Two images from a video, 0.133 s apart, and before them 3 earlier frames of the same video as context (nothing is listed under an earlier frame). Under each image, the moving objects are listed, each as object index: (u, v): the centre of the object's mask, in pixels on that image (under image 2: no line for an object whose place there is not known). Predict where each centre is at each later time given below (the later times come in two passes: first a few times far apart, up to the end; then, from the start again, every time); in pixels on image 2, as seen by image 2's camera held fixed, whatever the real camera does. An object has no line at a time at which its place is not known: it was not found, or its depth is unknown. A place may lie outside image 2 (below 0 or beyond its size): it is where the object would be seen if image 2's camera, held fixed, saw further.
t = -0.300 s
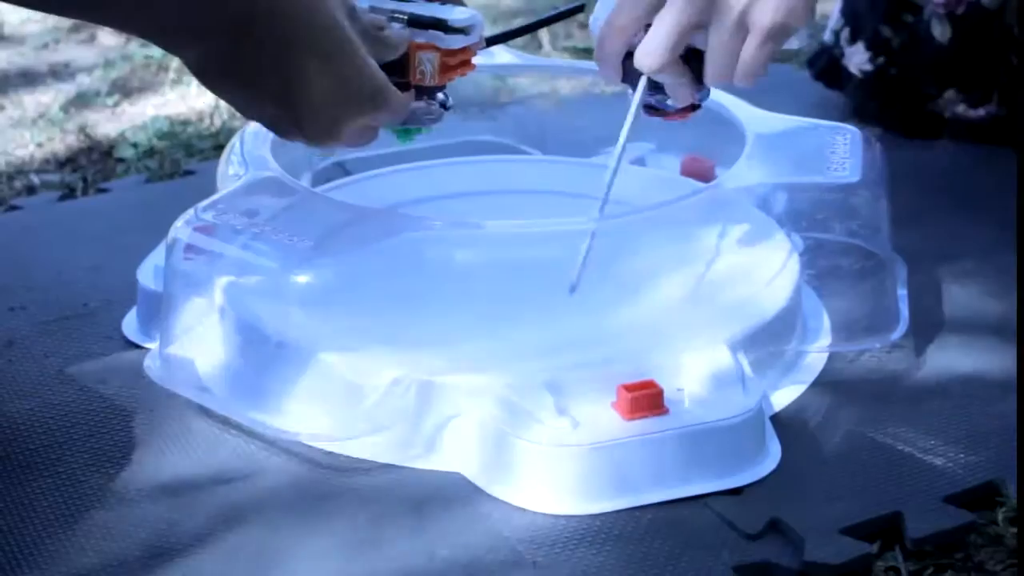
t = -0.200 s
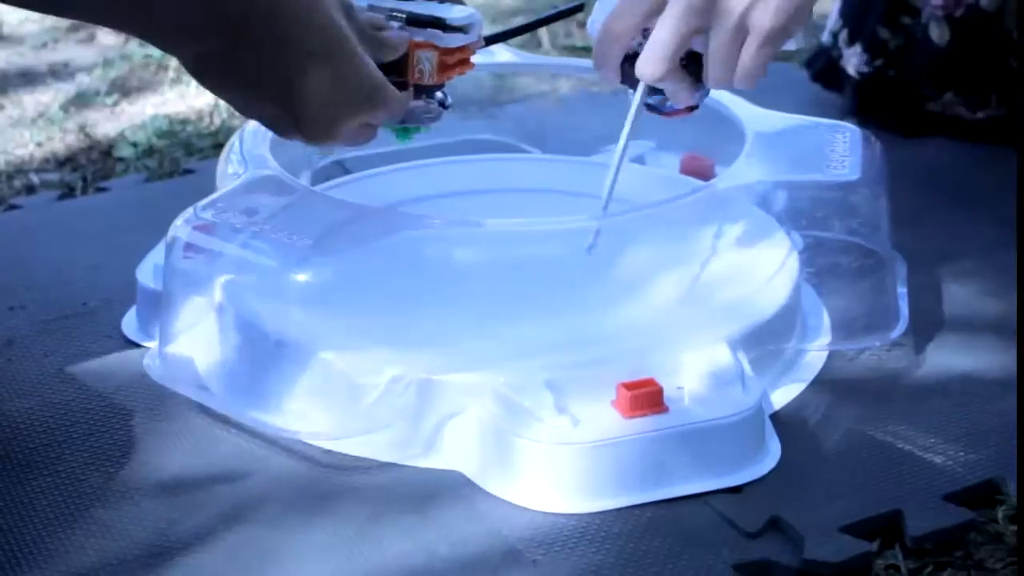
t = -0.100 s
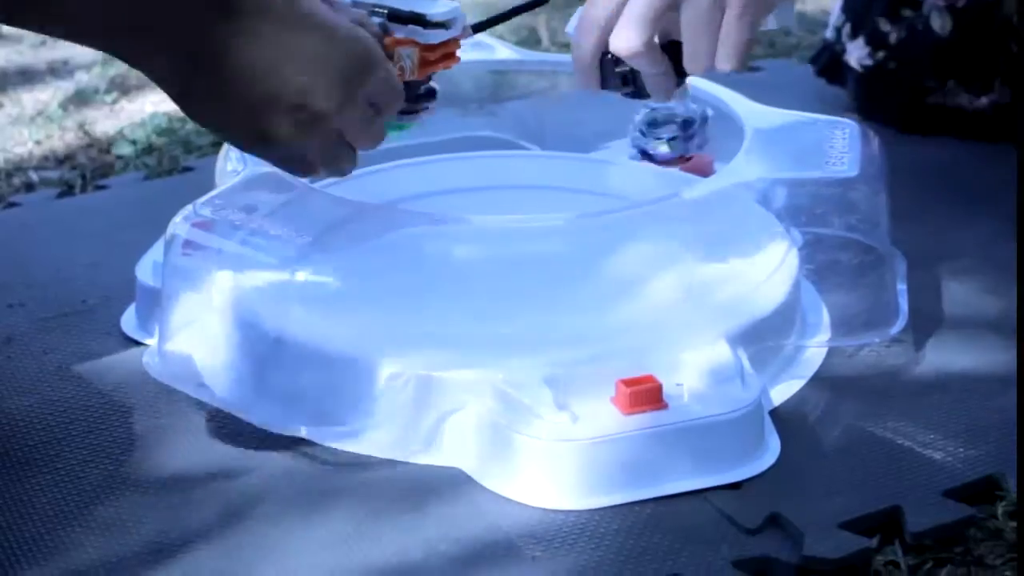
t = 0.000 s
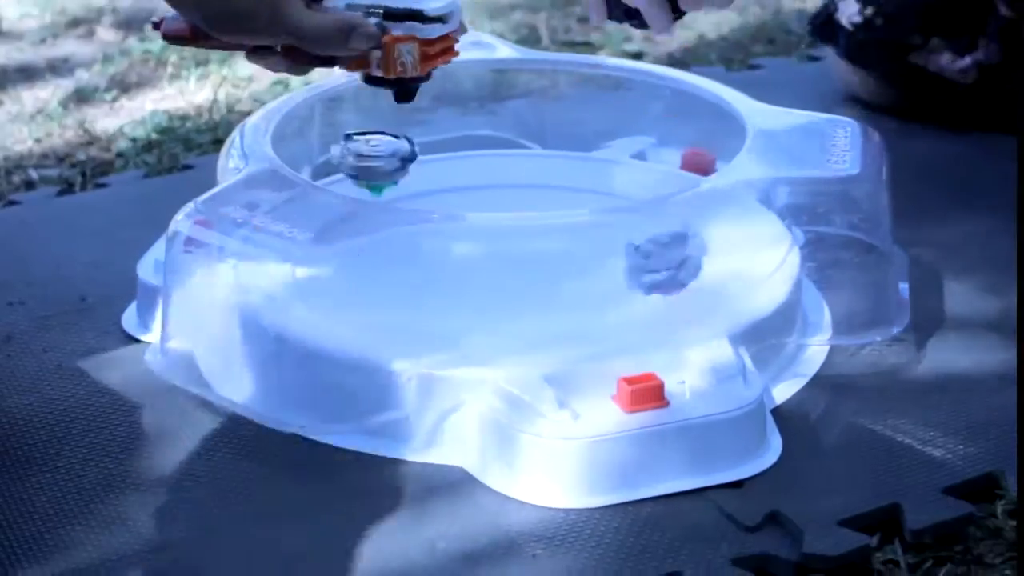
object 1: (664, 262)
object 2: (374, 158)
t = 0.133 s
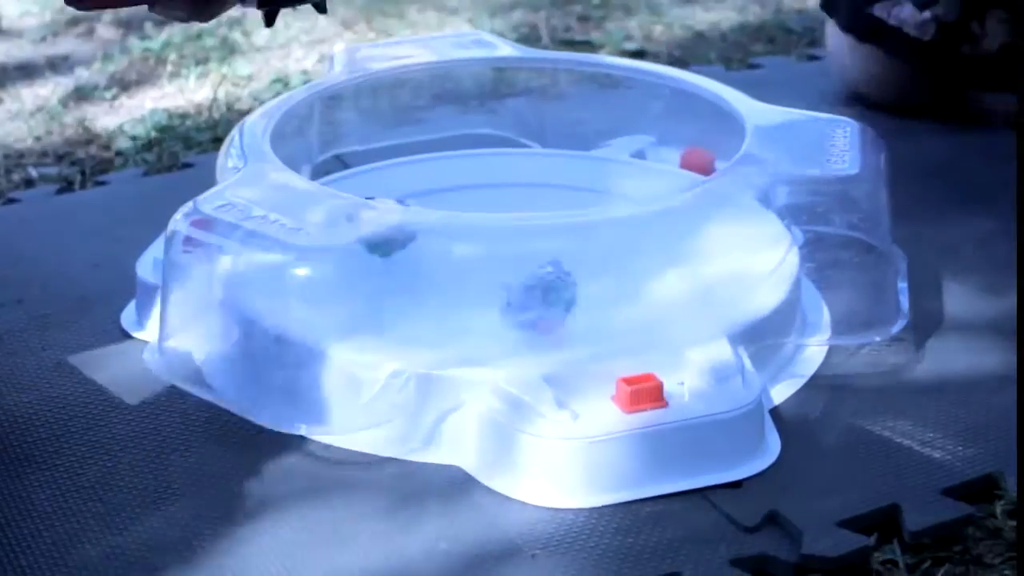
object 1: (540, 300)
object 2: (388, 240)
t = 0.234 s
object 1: (454, 303)
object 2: (427, 245)
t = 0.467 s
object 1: (389, 263)
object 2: (493, 257)
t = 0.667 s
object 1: (465, 251)
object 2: (544, 242)
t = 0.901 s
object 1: (482, 284)
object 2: (515, 196)
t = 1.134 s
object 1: (537, 318)
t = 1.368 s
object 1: (586, 317)
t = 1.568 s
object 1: (555, 325)
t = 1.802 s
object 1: (484, 319)
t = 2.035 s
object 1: (468, 302)
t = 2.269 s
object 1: (378, 269)
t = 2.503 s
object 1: (355, 274)
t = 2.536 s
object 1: (369, 275)
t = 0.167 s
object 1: (508, 316)
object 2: (396, 245)
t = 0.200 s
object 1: (477, 306)
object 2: (409, 246)
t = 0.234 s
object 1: (454, 303)
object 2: (427, 245)
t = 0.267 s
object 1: (429, 297)
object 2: (443, 244)
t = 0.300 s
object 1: (410, 290)
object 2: (450, 244)
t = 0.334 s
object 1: (395, 286)
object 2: (454, 250)
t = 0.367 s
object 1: (387, 282)
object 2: (457, 254)
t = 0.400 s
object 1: (385, 276)
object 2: (469, 258)
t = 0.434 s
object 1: (385, 269)
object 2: (484, 257)
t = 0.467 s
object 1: (389, 263)
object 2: (493, 257)
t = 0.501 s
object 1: (396, 261)
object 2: (503, 258)
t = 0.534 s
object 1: (407, 258)
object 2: (515, 257)
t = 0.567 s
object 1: (421, 255)
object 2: (533, 255)
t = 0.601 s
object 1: (437, 255)
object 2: (537, 249)
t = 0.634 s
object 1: (452, 252)
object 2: (538, 248)
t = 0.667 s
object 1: (465, 251)
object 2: (544, 242)
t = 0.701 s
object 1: (467, 255)
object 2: (552, 225)
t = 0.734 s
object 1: (466, 257)
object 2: (551, 212)
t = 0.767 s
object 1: (468, 261)
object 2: (558, 210)
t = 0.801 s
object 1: (468, 267)
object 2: (553, 204)
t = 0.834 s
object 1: (474, 272)
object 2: (537, 203)
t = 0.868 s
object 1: (476, 281)
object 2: (533, 205)
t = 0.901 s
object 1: (482, 284)
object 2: (515, 196)
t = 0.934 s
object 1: (485, 288)
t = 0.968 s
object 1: (493, 291)
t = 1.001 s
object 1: (494, 298)
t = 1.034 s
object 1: (509, 309)
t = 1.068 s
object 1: (510, 307)
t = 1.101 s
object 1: (523, 314)
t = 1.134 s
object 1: (537, 318)
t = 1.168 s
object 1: (545, 318)
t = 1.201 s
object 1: (560, 318)
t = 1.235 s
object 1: (571, 317)
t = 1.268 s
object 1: (576, 317)
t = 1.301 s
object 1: (579, 318)
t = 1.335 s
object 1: (585, 318)
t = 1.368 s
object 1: (586, 317)
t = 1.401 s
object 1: (587, 317)
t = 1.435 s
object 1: (585, 319)
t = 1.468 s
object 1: (581, 319)
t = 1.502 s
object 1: (574, 322)
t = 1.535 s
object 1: (565, 324)
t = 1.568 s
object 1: (555, 325)
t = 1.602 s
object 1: (544, 325)
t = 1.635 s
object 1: (533, 325)
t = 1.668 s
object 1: (522, 324)
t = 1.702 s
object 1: (511, 324)
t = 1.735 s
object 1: (503, 322)
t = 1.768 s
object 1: (492, 325)
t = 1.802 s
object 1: (484, 319)
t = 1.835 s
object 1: (483, 320)
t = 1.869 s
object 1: (481, 318)
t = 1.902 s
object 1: (483, 316)
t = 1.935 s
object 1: (483, 314)
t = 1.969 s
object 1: (482, 310)
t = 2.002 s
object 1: (475, 307)
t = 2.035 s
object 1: (468, 302)
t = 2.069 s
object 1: (459, 297)
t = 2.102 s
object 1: (447, 292)
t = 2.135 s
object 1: (437, 286)
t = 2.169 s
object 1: (421, 281)
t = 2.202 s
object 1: (408, 277)
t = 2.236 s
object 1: (393, 273)
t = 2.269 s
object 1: (378, 269)
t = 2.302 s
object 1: (361, 269)
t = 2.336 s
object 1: (351, 268)
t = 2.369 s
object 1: (340, 270)
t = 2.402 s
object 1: (338, 271)
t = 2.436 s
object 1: (341, 271)
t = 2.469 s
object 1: (344, 272)
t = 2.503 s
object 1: (355, 274)
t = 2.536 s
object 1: (369, 275)
